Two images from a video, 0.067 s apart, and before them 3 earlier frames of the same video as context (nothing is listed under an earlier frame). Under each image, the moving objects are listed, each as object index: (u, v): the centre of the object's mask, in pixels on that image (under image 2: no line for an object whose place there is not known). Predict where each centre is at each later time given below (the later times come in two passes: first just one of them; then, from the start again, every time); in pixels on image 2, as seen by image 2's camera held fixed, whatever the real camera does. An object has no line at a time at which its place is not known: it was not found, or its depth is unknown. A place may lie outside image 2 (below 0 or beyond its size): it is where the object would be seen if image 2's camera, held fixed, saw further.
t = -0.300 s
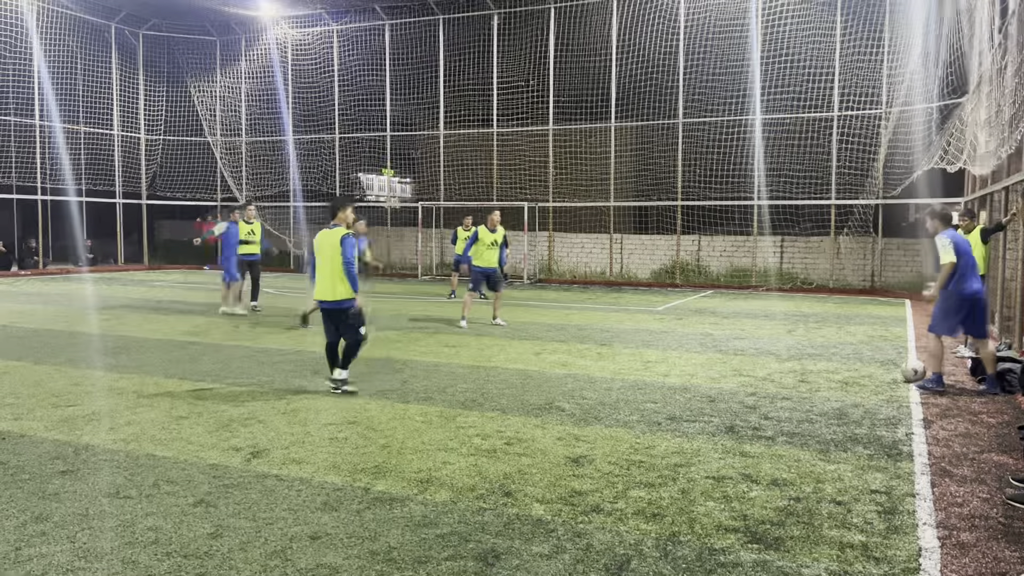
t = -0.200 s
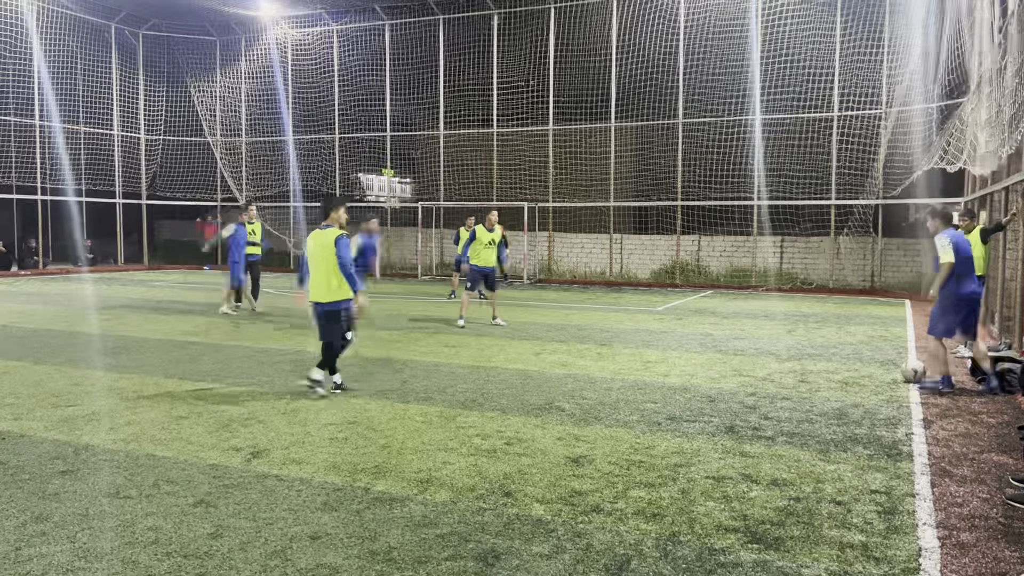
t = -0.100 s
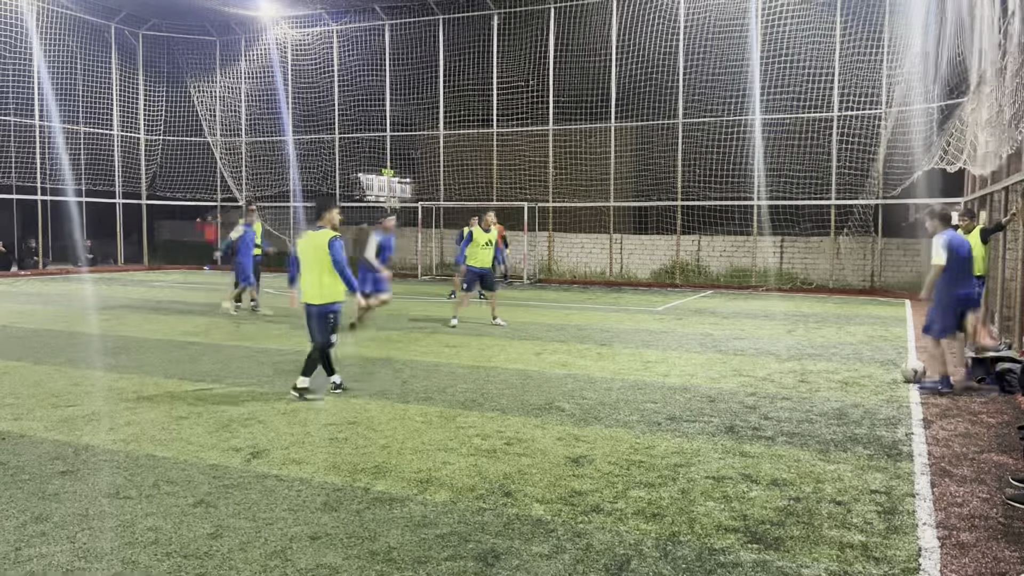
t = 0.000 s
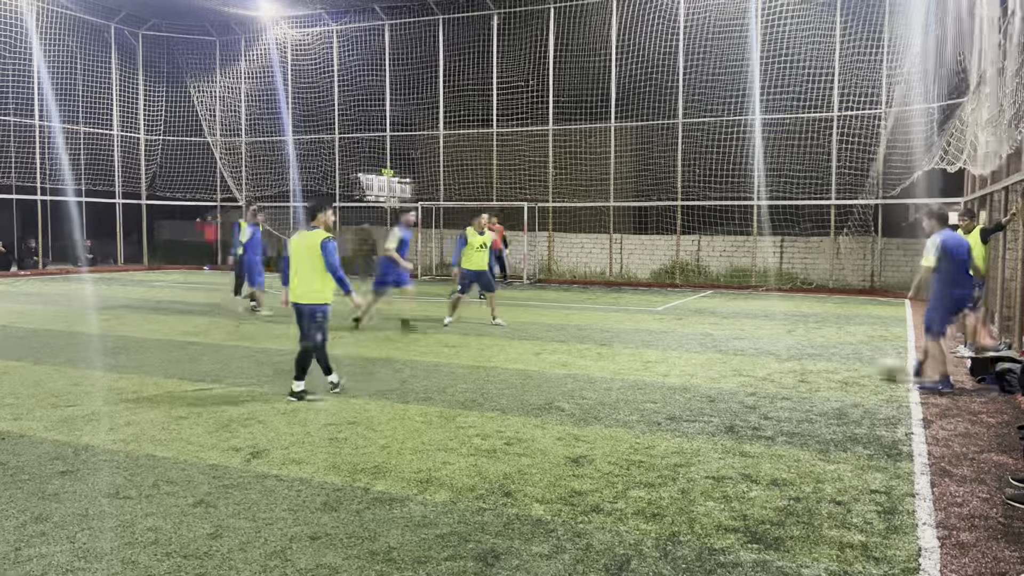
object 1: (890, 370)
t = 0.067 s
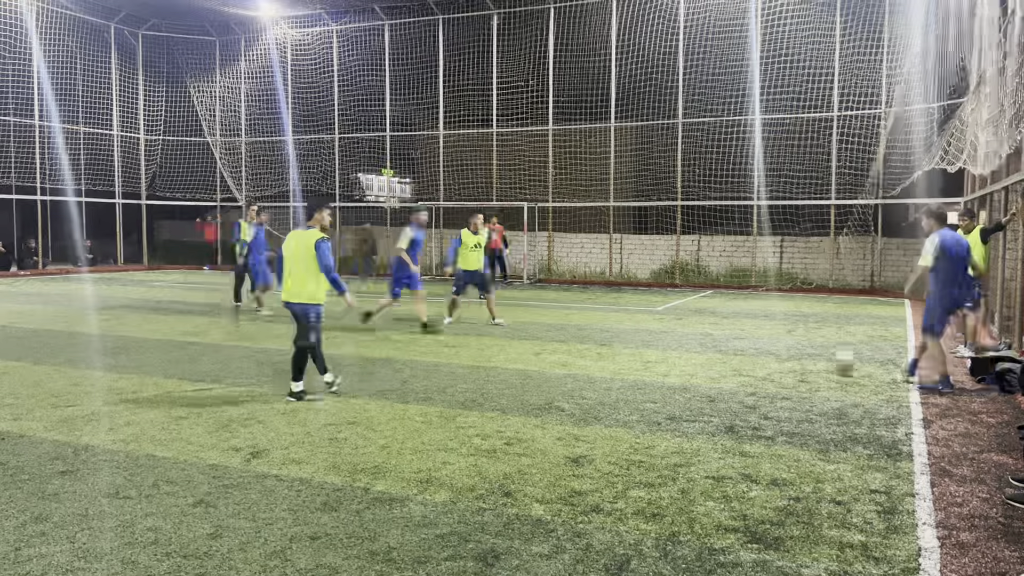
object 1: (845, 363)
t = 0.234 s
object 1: (742, 355)
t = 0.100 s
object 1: (817, 362)
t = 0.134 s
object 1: (798, 361)
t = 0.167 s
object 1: (777, 357)
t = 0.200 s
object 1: (759, 356)
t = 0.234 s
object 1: (742, 355)
